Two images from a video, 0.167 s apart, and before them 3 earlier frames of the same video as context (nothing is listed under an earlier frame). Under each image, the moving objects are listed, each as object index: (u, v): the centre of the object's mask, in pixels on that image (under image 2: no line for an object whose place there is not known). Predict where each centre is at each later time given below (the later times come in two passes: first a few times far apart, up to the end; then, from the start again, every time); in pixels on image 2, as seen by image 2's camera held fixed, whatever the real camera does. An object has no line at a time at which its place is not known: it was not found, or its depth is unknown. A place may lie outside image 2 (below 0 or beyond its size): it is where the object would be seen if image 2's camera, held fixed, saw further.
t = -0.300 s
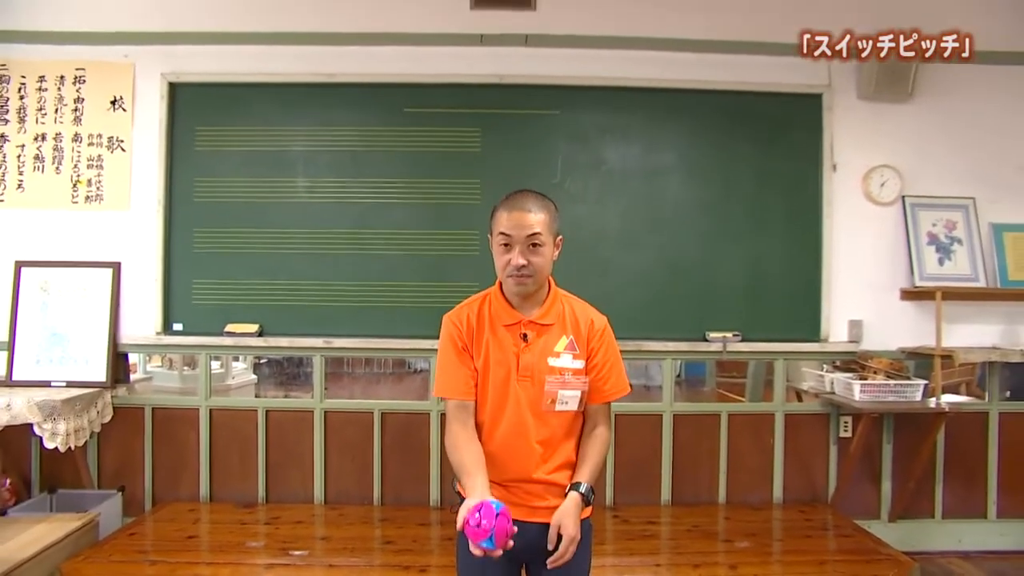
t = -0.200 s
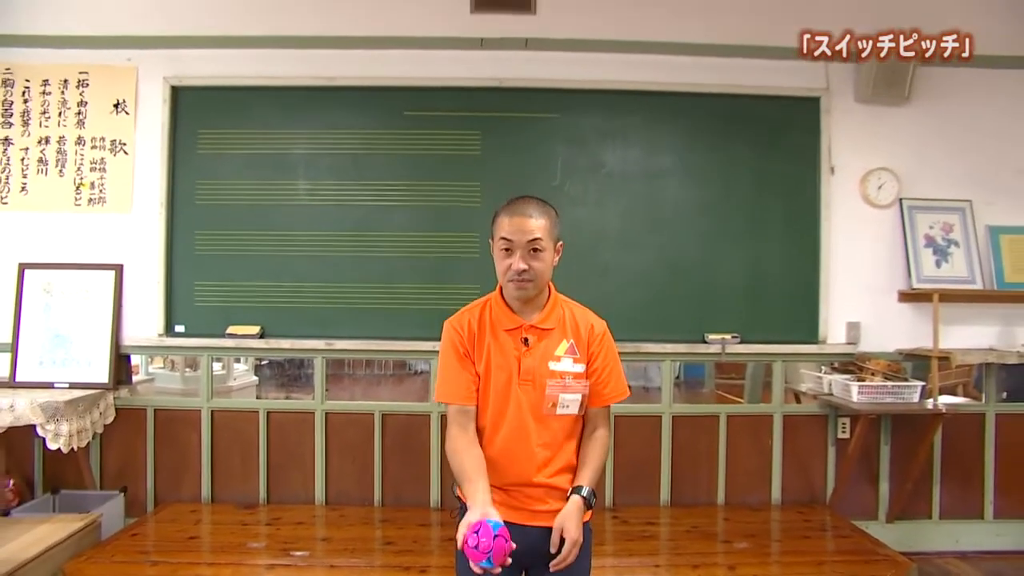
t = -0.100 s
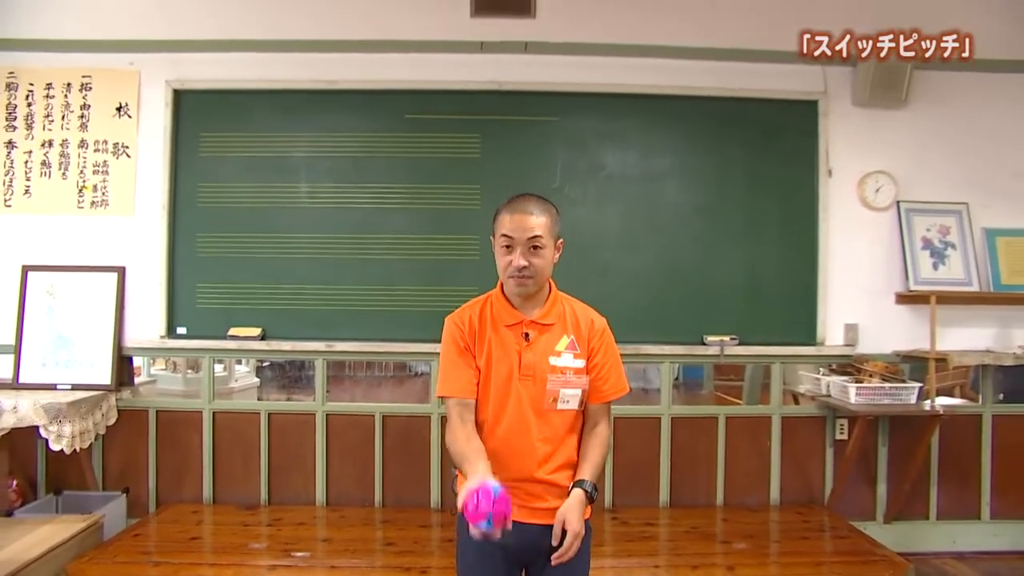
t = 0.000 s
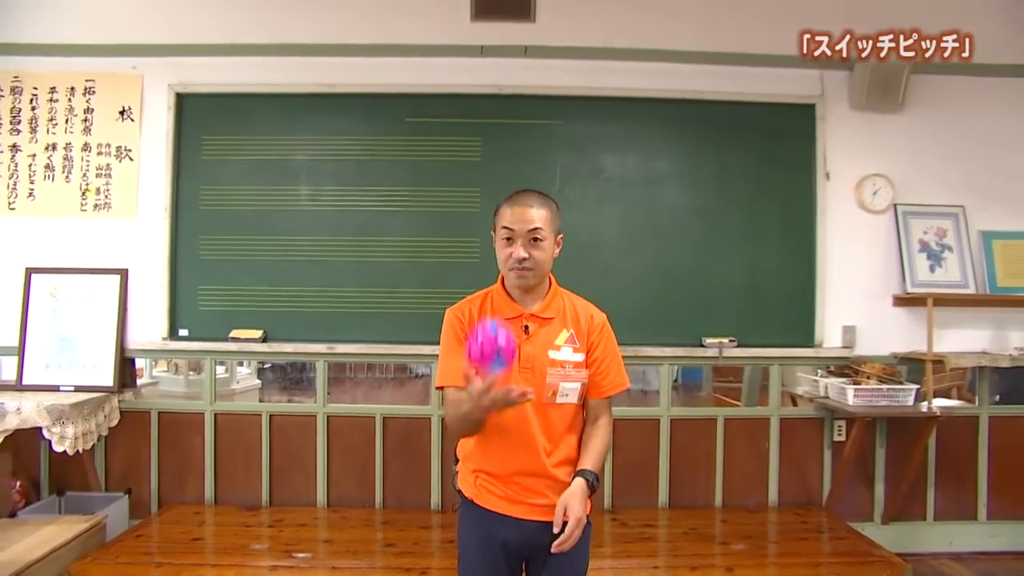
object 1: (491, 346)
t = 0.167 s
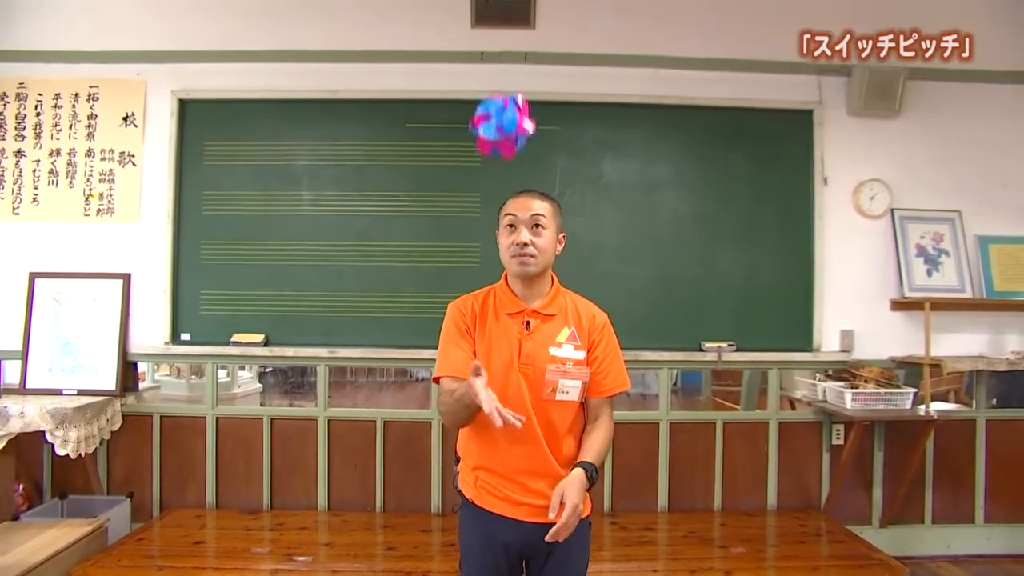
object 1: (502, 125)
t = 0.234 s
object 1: (505, 73)
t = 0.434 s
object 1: (513, 41)
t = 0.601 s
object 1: (517, 162)
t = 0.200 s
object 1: (504, 96)
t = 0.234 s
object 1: (505, 73)
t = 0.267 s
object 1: (506, 55)
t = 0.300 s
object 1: (508, 43)
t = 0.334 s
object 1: (510, 35)
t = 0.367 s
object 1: (511, 32)
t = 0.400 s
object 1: (512, 34)
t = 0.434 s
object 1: (513, 41)
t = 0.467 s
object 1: (514, 54)
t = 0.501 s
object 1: (516, 73)
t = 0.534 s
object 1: (517, 98)
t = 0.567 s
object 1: (517, 128)
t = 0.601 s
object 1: (517, 162)
